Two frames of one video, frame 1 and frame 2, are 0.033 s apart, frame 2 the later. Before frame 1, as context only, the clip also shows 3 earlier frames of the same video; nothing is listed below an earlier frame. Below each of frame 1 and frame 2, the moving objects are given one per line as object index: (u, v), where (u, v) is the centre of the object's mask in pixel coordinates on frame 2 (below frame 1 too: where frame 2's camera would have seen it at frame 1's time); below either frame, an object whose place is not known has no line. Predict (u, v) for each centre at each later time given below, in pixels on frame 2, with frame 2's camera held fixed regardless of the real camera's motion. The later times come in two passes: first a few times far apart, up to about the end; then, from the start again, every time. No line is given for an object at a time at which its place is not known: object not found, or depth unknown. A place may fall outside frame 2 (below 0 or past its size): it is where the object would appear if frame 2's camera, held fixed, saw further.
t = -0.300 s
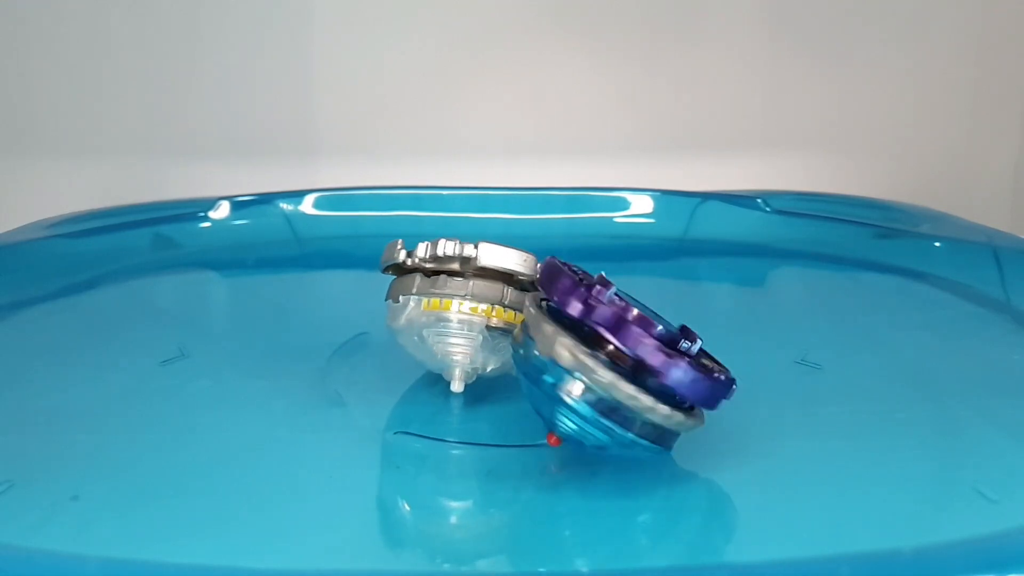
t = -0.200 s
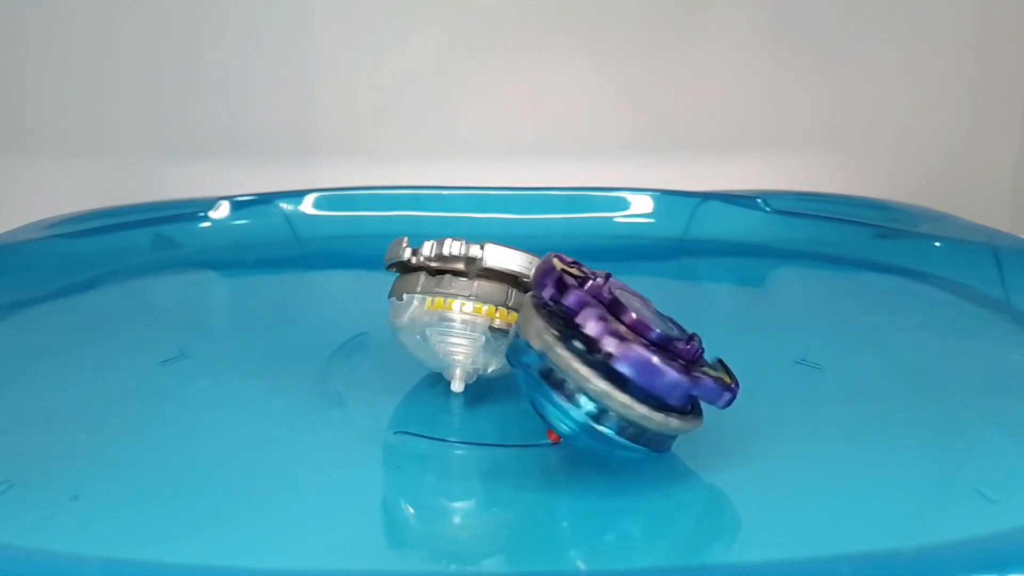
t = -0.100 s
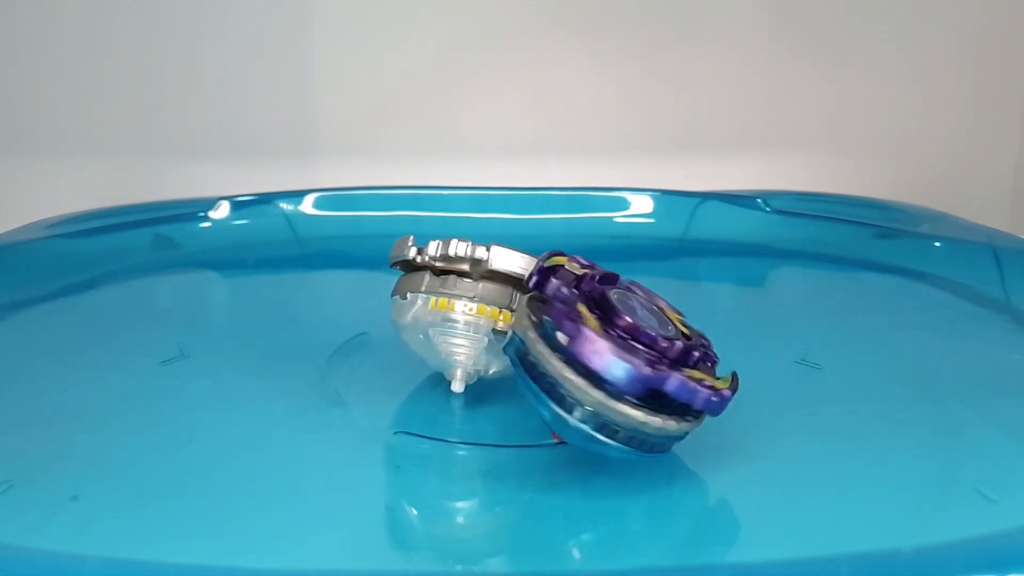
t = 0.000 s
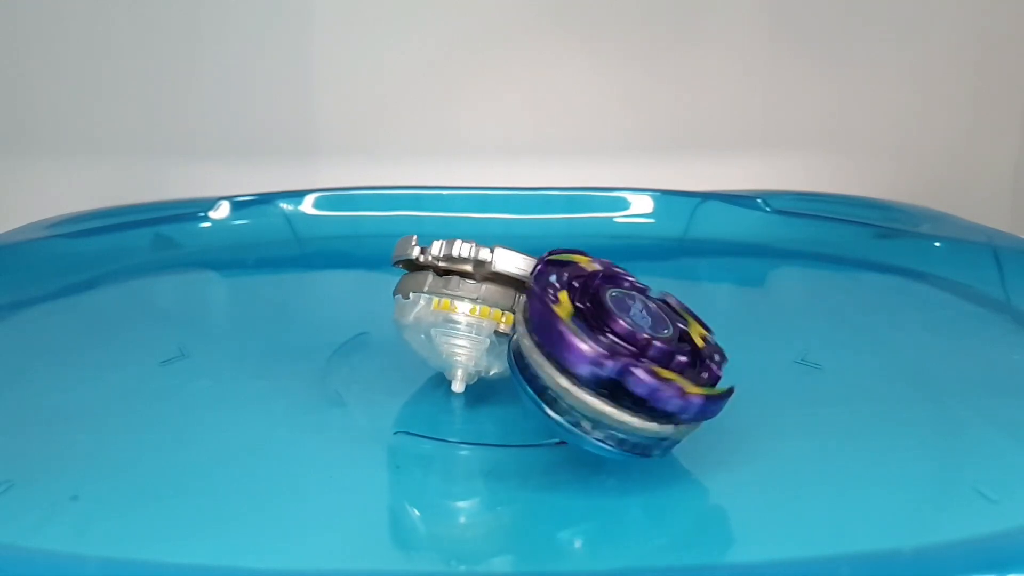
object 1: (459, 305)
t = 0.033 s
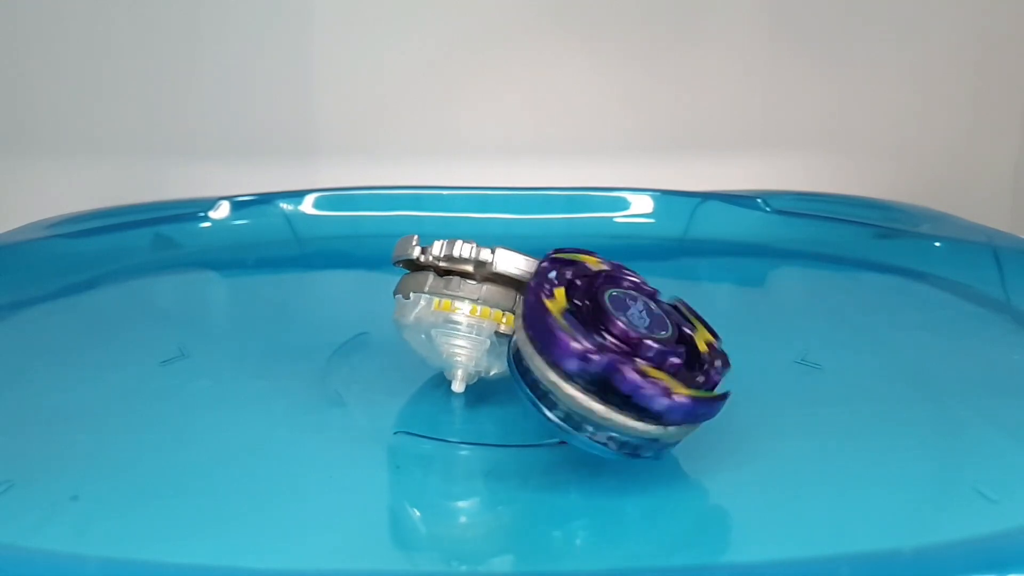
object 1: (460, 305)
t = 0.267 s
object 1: (458, 306)
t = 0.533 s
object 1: (460, 305)
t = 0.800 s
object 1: (463, 306)
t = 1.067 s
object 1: (469, 306)
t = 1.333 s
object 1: (476, 308)
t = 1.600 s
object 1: (483, 310)
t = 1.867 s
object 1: (490, 313)
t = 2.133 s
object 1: (492, 314)
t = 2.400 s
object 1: (490, 315)
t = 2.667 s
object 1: (488, 315)
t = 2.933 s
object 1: (486, 313)
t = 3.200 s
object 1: (484, 310)
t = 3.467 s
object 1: (480, 310)
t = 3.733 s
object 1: (478, 309)
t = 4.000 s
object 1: (478, 308)
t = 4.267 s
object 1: (476, 307)
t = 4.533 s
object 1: (475, 306)
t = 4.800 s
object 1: (475, 306)
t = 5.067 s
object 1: (478, 306)
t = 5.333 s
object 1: (480, 306)
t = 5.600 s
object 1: (480, 306)
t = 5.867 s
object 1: (480, 305)
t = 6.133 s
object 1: (480, 305)
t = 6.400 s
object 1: (480, 306)
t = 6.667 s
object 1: (480, 306)
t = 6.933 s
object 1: (480, 306)
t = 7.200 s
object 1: (480, 306)
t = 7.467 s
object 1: (480, 306)
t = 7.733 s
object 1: (480, 306)
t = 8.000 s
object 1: (480, 306)
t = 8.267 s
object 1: (480, 306)
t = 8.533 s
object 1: (480, 306)
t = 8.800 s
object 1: (480, 306)
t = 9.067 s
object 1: (480, 306)
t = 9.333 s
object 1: (480, 306)
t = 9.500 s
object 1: (480, 306)
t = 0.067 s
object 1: (459, 305)
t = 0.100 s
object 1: (458, 305)
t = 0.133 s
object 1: (458, 306)
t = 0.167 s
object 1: (458, 306)
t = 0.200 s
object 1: (458, 306)
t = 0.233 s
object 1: (458, 306)
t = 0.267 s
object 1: (458, 306)
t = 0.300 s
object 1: (458, 306)
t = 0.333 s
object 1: (459, 306)
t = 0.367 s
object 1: (460, 306)
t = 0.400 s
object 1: (460, 306)
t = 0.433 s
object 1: (460, 306)
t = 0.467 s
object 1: (460, 306)
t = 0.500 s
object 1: (460, 306)
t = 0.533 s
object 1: (460, 305)
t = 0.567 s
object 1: (460, 305)
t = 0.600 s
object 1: (460, 305)
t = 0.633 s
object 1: (460, 305)
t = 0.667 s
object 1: (460, 305)
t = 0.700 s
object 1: (461, 306)
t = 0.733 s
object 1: (462, 306)
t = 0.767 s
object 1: (463, 306)
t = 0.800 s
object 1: (463, 306)
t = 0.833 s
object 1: (464, 306)
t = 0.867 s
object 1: (464, 306)
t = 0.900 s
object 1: (466, 306)
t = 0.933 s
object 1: (467, 305)
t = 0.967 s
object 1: (467, 305)
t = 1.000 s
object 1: (469, 305)
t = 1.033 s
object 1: (469, 305)
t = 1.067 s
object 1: (469, 306)
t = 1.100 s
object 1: (470, 306)
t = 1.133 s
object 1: (470, 306)
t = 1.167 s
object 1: (471, 307)
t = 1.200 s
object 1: (472, 308)
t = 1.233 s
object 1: (473, 308)
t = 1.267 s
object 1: (474, 308)
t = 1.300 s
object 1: (475, 308)
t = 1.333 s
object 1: (476, 308)
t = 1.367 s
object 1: (477, 308)
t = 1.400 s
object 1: (478, 309)
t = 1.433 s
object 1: (479, 309)
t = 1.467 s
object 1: (480, 309)
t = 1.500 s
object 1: (481, 309)
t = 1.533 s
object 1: (482, 309)
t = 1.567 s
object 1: (482, 310)
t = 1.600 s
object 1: (483, 310)
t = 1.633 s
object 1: (483, 310)
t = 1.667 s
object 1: (484, 310)
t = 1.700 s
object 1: (485, 311)
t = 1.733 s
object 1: (486, 311)
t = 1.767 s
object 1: (487, 312)
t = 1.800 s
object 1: (488, 313)
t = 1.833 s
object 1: (489, 313)
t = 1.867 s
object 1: (490, 313)
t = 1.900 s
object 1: (491, 314)
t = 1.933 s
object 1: (491, 314)
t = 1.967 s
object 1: (492, 314)
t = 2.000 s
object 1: (492, 314)
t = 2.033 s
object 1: (492, 314)
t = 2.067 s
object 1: (492, 314)
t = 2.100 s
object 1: (492, 314)
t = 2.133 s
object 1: (492, 314)
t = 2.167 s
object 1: (492, 315)
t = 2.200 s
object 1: (492, 315)
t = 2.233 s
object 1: (491, 315)
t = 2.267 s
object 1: (491, 314)
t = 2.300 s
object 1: (490, 314)
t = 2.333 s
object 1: (490, 314)
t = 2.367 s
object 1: (490, 314)
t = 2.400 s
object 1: (490, 315)
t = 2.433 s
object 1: (490, 315)
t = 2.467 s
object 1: (490, 315)
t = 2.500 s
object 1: (489, 316)
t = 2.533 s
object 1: (489, 316)
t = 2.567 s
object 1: (489, 316)
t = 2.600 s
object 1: (488, 315)
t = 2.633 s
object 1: (488, 315)
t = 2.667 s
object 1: (488, 315)
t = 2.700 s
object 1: (488, 315)
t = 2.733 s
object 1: (488, 314)
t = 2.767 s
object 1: (488, 314)
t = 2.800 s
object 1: (488, 314)
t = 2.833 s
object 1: (487, 314)
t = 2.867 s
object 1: (487, 313)
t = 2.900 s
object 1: (486, 313)
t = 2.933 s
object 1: (486, 313)
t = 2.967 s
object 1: (486, 312)
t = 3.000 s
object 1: (486, 312)
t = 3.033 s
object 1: (485, 312)
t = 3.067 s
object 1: (484, 312)
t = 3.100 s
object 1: (485, 312)
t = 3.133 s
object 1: (484, 311)
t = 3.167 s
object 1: (484, 310)
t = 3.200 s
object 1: (484, 310)
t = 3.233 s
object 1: (484, 310)
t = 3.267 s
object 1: (483, 310)
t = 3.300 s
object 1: (482, 310)
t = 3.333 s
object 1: (482, 309)
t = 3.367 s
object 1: (482, 309)
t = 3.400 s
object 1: (481, 309)
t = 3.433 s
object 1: (480, 309)
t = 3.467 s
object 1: (480, 310)
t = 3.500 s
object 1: (480, 310)
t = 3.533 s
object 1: (479, 309)
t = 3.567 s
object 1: (479, 309)
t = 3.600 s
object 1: (479, 309)
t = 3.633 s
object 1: (478, 309)
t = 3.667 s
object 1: (478, 309)
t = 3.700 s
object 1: (478, 310)
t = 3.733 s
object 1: (478, 309)
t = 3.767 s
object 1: (478, 309)
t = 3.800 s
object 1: (478, 309)
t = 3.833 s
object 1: (477, 309)
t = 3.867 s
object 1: (477, 309)
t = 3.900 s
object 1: (477, 309)
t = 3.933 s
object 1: (477, 309)
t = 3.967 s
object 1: (477, 308)
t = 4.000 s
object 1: (478, 308)
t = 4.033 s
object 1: (478, 309)
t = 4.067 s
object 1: (477, 308)
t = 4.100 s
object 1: (477, 307)
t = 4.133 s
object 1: (477, 307)
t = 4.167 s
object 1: (477, 307)
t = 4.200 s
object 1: (476, 307)
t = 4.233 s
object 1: (476, 307)
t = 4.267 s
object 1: (476, 307)
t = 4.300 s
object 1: (476, 307)
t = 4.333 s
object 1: (476, 306)
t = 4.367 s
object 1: (476, 307)
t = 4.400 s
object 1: (475, 307)
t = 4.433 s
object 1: (475, 306)
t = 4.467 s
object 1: (475, 306)
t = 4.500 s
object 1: (475, 306)
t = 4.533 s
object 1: (475, 306)
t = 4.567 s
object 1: (475, 306)
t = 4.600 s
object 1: (475, 306)
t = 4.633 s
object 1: (475, 306)
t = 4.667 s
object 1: (475, 306)
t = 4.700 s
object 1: (475, 306)
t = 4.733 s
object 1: (475, 306)
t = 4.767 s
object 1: (475, 306)
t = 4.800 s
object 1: (475, 306)
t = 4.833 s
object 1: (476, 306)
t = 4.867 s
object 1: (476, 306)
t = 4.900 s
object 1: (476, 306)
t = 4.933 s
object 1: (476, 307)
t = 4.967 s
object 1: (477, 307)
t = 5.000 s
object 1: (477, 306)
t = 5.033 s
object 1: (478, 306)
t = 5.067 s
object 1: (478, 306)
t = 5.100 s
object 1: (478, 306)
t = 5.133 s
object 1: (479, 307)
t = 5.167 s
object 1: (479, 307)
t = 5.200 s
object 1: (479, 306)
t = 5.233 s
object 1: (479, 306)
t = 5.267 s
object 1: (479, 306)
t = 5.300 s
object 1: (480, 306)
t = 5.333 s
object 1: (480, 306)
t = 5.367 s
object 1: (480, 306)
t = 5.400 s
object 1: (480, 306)
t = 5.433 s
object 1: (480, 306)
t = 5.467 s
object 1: (480, 306)
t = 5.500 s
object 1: (480, 306)
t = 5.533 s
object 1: (480, 306)
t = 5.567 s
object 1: (480, 306)
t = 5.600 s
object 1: (480, 306)
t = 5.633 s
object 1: (480, 306)
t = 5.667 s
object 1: (480, 306)
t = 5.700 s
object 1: (480, 306)
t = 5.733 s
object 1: (480, 306)
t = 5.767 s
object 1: (480, 306)
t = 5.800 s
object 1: (480, 305)
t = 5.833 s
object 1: (480, 305)
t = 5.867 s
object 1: (480, 305)
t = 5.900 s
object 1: (480, 305)
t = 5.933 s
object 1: (480, 305)
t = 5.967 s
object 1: (480, 305)
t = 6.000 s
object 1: (480, 305)
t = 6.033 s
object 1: (480, 305)
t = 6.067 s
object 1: (480, 305)
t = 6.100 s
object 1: (480, 305)
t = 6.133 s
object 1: (480, 305)
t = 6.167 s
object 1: (480, 305)
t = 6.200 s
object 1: (480, 305)
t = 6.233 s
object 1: (480, 305)
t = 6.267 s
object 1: (480, 306)
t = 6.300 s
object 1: (480, 306)
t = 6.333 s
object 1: (480, 306)
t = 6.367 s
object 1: (480, 306)
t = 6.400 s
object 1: (480, 306)
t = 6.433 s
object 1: (480, 306)
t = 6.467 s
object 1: (480, 306)
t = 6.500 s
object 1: (480, 306)
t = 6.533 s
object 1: (480, 306)
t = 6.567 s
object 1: (480, 306)
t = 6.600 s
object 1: (480, 306)
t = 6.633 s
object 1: (480, 306)
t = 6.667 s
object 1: (480, 306)
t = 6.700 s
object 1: (480, 306)
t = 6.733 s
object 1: (480, 306)
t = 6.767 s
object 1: (480, 306)
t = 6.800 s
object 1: (480, 306)
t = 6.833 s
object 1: (480, 306)
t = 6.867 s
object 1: (480, 306)
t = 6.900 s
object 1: (480, 306)
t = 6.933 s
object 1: (480, 306)
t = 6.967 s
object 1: (480, 306)
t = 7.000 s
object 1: (480, 306)
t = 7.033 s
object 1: (480, 306)
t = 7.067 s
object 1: (480, 306)
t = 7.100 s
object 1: (480, 306)
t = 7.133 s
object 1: (480, 306)
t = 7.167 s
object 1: (480, 306)
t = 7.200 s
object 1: (480, 306)
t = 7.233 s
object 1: (480, 306)
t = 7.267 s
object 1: (480, 306)
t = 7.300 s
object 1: (480, 306)
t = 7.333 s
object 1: (480, 306)
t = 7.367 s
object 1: (480, 306)
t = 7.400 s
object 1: (480, 306)
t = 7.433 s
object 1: (480, 306)
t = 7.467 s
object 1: (480, 306)
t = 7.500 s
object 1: (480, 306)
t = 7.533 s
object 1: (480, 306)
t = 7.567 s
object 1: (480, 306)
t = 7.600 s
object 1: (480, 306)
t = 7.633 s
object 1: (480, 306)
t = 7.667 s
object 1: (480, 306)
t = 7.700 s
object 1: (480, 306)
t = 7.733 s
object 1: (480, 306)
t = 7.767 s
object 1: (480, 306)
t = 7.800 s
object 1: (480, 306)
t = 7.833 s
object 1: (480, 306)
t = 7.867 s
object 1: (480, 306)
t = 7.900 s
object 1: (480, 306)
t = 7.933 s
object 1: (480, 306)
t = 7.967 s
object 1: (480, 306)
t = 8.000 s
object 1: (480, 306)
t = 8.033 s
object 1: (480, 306)
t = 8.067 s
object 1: (480, 306)
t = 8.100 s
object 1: (480, 306)
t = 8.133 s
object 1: (480, 306)
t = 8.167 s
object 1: (480, 306)
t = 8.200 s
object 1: (480, 306)
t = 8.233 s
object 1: (480, 306)
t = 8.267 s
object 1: (480, 306)
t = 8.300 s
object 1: (480, 306)
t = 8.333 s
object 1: (480, 306)
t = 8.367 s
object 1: (480, 306)
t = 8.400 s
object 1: (480, 306)
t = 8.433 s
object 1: (480, 306)
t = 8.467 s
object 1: (480, 306)
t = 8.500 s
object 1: (480, 306)
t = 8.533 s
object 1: (480, 306)
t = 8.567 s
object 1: (480, 306)
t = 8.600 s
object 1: (480, 306)
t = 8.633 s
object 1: (480, 306)
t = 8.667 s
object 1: (480, 306)
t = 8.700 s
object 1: (480, 306)
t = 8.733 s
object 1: (480, 306)
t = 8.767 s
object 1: (480, 306)
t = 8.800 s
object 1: (480, 306)
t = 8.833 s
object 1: (480, 306)
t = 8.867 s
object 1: (480, 306)
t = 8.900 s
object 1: (480, 306)
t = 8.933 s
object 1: (480, 306)
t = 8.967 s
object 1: (480, 306)
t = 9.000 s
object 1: (480, 306)
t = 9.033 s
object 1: (480, 306)
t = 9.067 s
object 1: (480, 306)
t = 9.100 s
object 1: (480, 306)
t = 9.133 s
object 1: (480, 306)
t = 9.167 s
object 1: (480, 306)
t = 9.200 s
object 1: (480, 306)
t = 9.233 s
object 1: (480, 306)
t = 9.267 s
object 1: (480, 306)
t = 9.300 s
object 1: (480, 306)
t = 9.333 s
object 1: (480, 306)
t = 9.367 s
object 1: (480, 306)
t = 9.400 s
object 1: (480, 306)
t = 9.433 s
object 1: (480, 306)
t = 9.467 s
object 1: (480, 306)
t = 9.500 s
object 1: (480, 306)
